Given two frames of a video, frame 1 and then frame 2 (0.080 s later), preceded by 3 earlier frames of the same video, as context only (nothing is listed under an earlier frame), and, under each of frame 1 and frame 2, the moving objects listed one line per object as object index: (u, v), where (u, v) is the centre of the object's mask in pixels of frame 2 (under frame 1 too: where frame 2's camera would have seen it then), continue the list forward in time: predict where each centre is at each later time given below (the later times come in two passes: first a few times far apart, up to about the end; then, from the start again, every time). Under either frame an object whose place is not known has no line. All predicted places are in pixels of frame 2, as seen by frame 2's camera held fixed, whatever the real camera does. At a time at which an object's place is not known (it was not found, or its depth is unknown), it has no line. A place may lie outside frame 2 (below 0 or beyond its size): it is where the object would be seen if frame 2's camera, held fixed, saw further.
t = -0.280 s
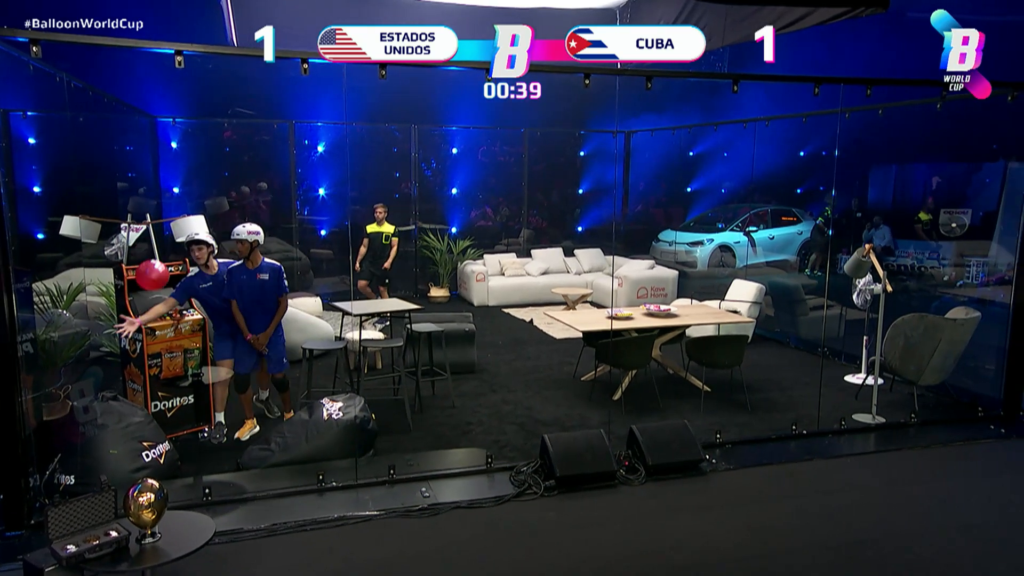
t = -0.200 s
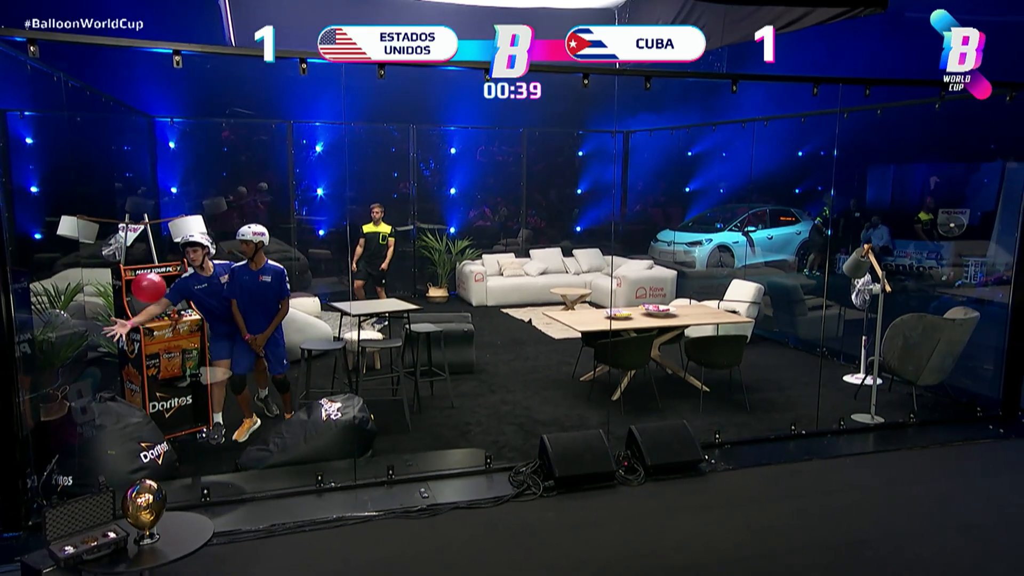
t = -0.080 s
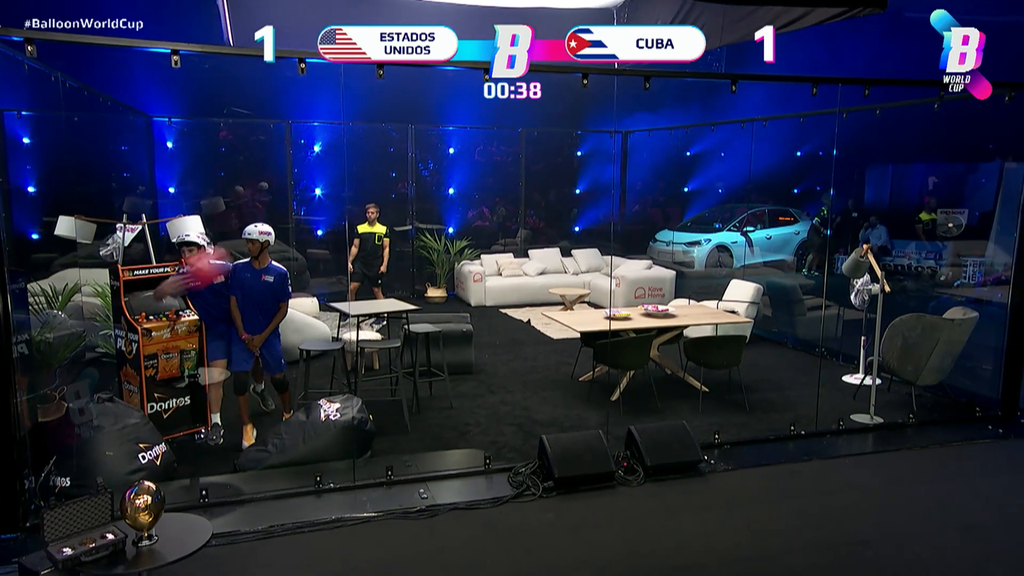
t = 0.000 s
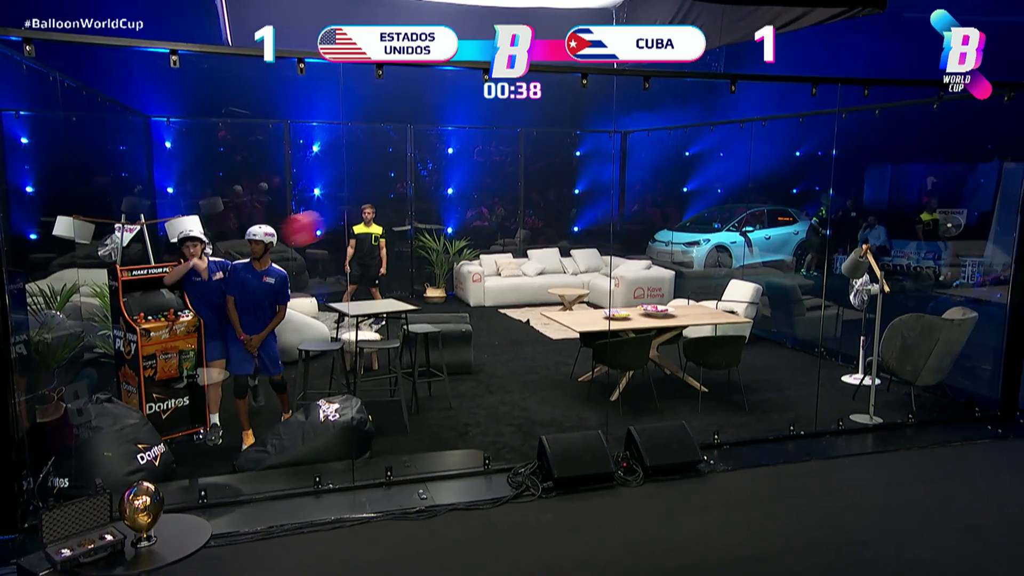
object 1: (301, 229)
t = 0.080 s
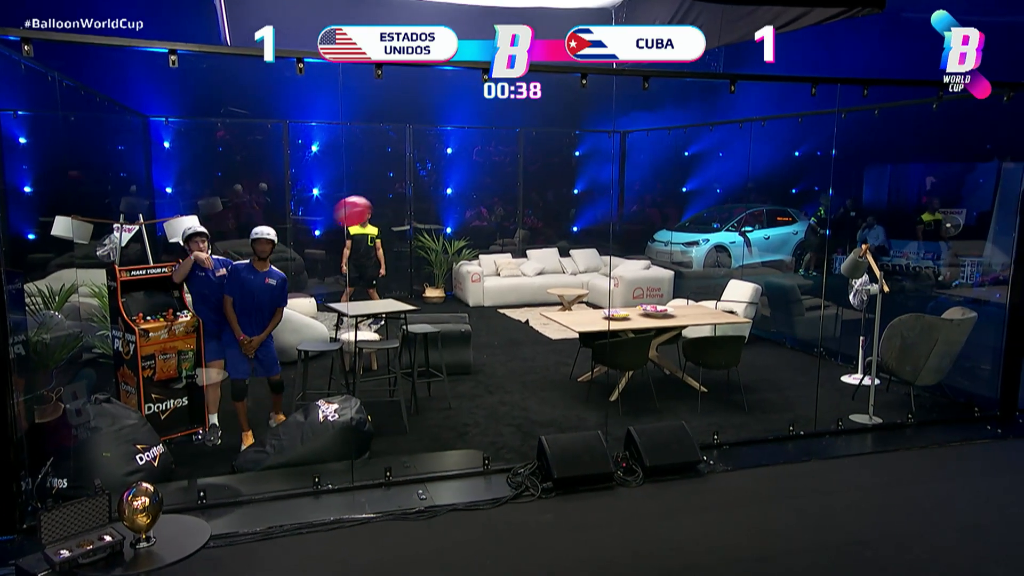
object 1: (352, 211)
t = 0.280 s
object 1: (417, 187)
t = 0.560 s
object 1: (465, 172)
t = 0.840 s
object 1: (490, 179)
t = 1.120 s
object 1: (506, 200)
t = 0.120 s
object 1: (370, 205)
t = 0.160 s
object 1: (384, 200)
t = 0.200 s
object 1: (396, 195)
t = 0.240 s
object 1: (407, 191)
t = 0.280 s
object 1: (417, 187)
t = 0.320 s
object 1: (426, 183)
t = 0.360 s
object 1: (434, 179)
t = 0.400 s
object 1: (442, 176)
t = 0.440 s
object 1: (448, 174)
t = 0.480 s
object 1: (455, 173)
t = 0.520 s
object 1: (460, 172)
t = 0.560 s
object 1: (465, 172)
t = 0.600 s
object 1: (470, 171)
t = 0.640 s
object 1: (474, 172)
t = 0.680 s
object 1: (478, 172)
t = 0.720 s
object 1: (481, 173)
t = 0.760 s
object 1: (485, 175)
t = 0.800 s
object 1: (488, 177)
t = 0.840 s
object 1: (490, 179)
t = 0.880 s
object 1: (493, 181)
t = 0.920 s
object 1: (495, 183)
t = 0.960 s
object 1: (497, 186)
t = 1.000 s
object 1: (499, 189)
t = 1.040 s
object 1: (501, 193)
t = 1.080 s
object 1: (503, 196)
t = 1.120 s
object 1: (506, 200)
